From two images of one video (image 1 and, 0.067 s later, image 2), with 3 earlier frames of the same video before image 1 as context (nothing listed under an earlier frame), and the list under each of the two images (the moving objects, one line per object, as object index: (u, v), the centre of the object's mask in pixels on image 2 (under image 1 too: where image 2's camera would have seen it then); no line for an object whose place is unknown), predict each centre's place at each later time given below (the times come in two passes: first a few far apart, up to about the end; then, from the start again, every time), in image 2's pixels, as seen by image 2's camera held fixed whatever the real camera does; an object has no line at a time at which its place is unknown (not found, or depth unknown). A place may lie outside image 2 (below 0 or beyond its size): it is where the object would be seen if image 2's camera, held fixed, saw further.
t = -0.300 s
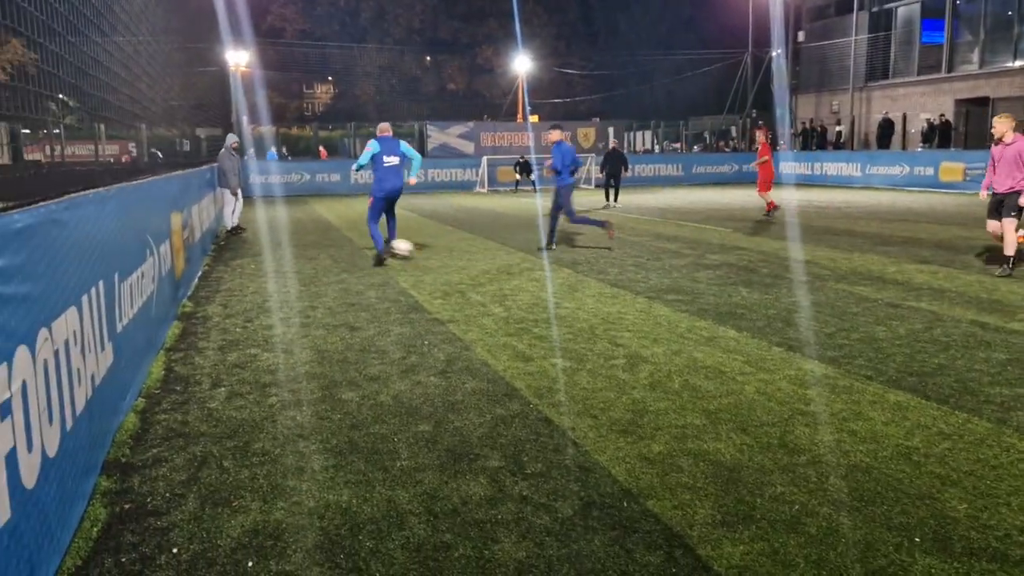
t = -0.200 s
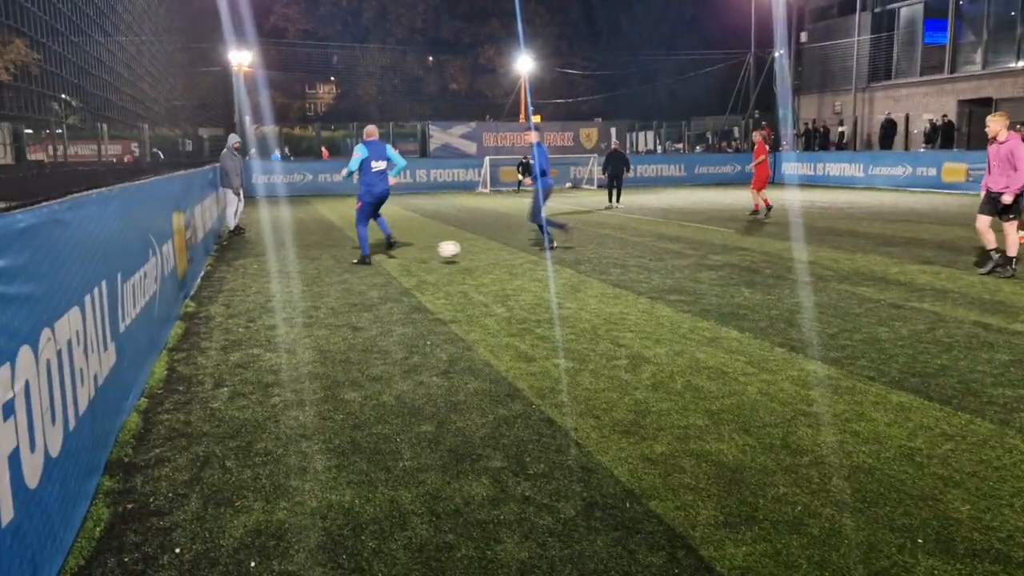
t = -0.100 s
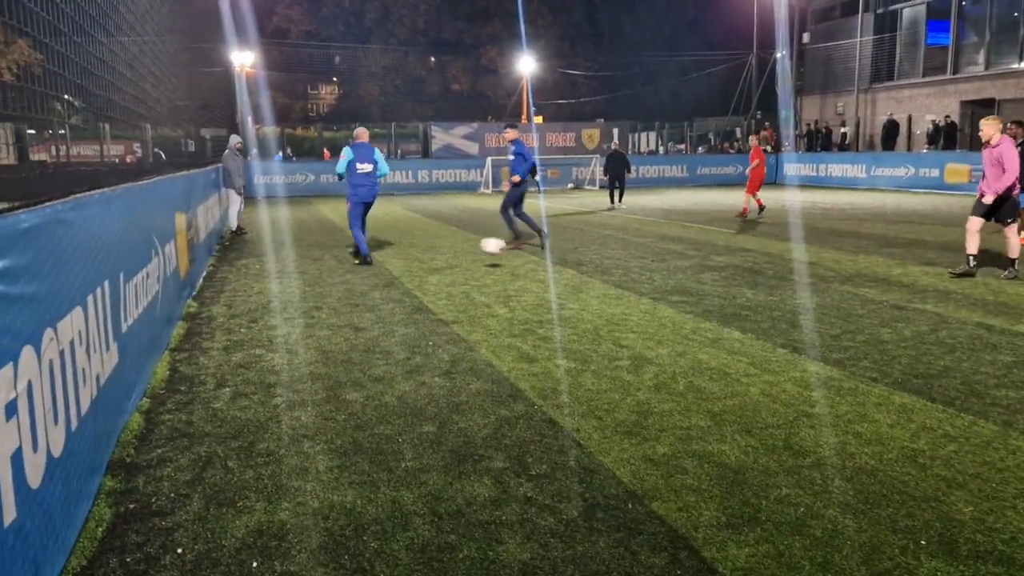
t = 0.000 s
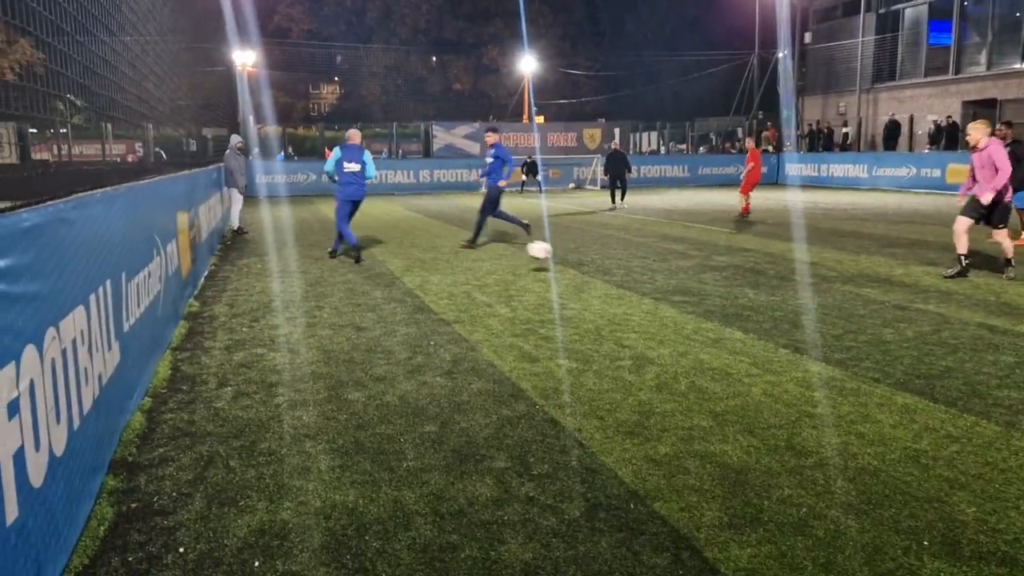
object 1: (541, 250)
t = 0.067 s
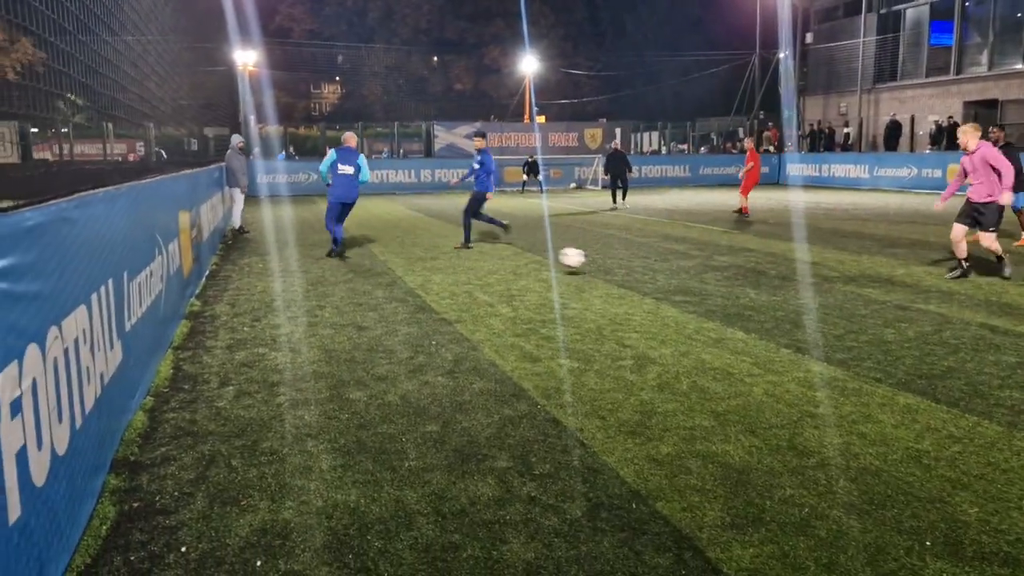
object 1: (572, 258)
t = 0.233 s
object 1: (644, 266)
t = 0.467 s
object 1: (739, 280)
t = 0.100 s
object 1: (589, 264)
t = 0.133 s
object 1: (605, 269)
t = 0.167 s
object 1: (618, 268)
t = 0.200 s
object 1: (631, 267)
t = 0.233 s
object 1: (644, 266)
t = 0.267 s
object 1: (657, 266)
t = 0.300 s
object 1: (671, 265)
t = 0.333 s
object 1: (684, 267)
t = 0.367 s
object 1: (697, 271)
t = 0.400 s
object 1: (711, 276)
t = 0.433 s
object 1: (725, 281)
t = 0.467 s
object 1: (739, 280)
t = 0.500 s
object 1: (753, 279)
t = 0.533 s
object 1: (767, 280)
